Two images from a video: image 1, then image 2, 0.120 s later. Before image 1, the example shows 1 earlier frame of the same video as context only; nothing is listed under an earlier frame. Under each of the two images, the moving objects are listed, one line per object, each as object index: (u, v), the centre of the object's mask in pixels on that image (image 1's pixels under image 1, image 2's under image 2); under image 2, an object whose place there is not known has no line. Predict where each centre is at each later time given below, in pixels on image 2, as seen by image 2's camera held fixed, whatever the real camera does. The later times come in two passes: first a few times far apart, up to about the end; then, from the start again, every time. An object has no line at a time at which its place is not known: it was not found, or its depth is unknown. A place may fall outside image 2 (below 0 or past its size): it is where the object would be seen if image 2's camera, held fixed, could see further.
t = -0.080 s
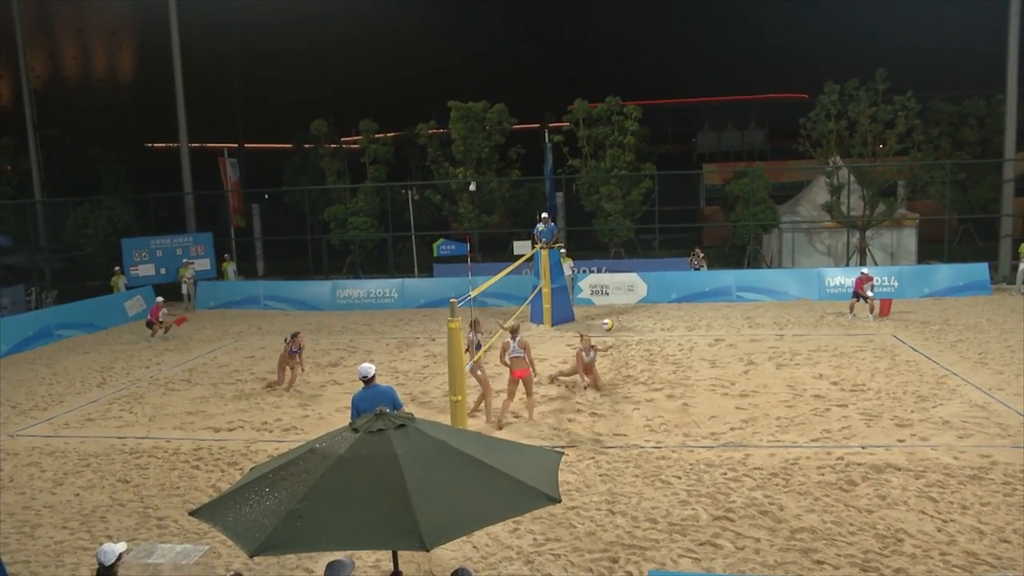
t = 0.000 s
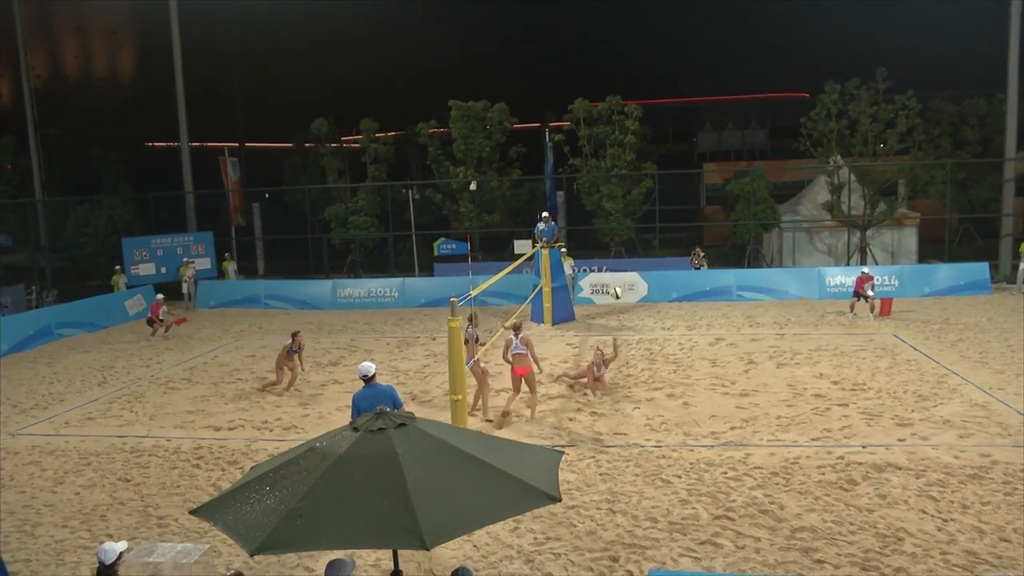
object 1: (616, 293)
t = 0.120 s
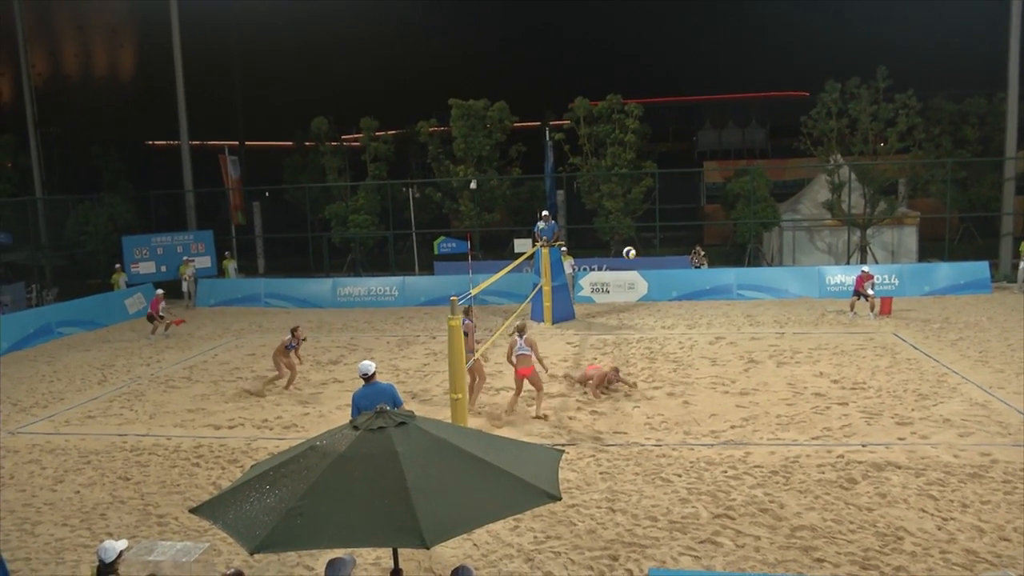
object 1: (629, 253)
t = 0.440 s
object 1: (662, 190)
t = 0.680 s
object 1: (686, 180)
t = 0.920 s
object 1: (709, 202)
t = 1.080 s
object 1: (724, 233)
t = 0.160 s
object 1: (633, 241)
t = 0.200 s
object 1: (637, 231)
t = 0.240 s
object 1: (641, 222)
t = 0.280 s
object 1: (645, 213)
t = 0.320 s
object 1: (649, 206)
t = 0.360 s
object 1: (654, 199)
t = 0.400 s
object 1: (658, 194)
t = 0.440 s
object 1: (662, 190)
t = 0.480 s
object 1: (666, 185)
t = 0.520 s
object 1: (670, 182)
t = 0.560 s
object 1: (674, 181)
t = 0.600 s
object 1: (678, 180)
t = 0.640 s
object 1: (682, 179)
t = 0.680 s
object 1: (686, 180)
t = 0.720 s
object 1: (689, 182)
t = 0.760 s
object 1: (694, 184)
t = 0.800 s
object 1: (698, 187)
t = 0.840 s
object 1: (702, 191)
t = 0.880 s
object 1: (705, 197)
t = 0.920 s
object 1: (709, 202)
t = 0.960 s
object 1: (713, 209)
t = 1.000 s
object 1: (717, 216)
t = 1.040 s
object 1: (720, 224)
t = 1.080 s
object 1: (724, 233)
